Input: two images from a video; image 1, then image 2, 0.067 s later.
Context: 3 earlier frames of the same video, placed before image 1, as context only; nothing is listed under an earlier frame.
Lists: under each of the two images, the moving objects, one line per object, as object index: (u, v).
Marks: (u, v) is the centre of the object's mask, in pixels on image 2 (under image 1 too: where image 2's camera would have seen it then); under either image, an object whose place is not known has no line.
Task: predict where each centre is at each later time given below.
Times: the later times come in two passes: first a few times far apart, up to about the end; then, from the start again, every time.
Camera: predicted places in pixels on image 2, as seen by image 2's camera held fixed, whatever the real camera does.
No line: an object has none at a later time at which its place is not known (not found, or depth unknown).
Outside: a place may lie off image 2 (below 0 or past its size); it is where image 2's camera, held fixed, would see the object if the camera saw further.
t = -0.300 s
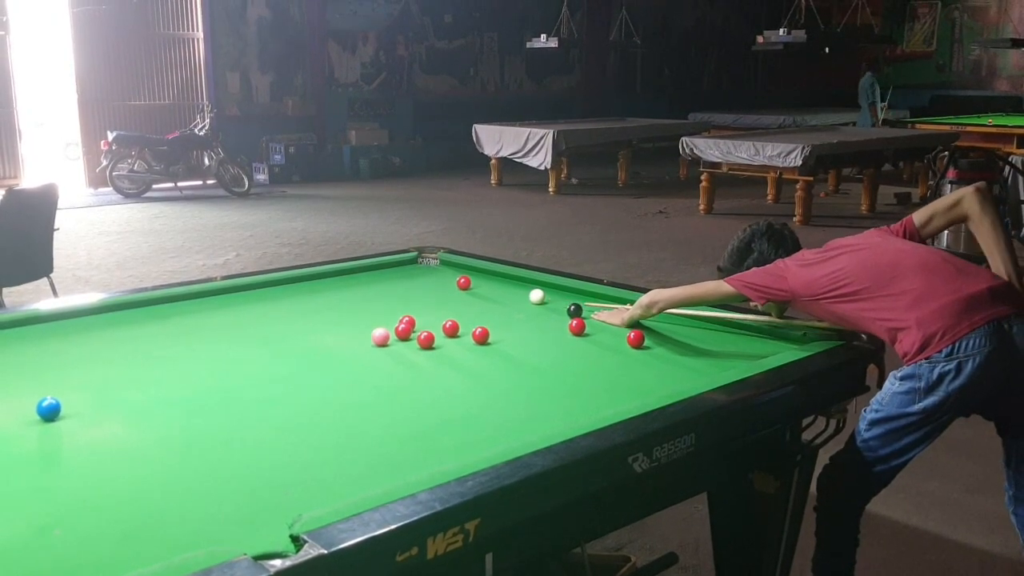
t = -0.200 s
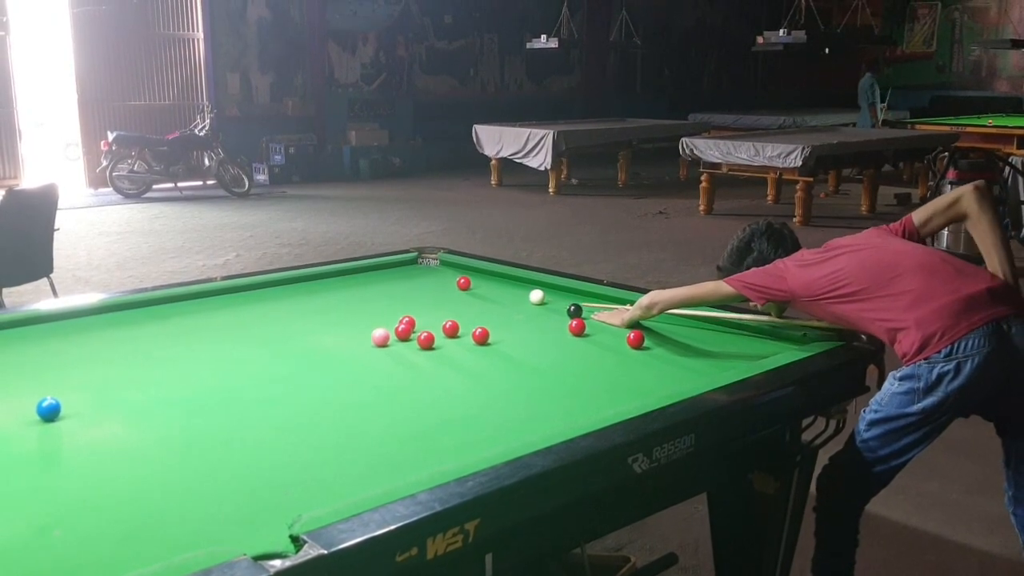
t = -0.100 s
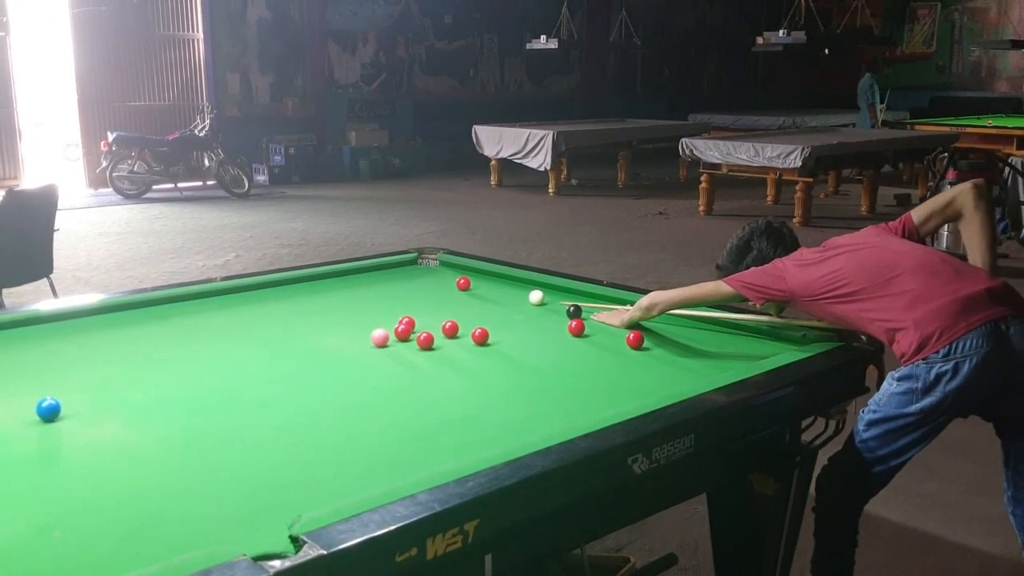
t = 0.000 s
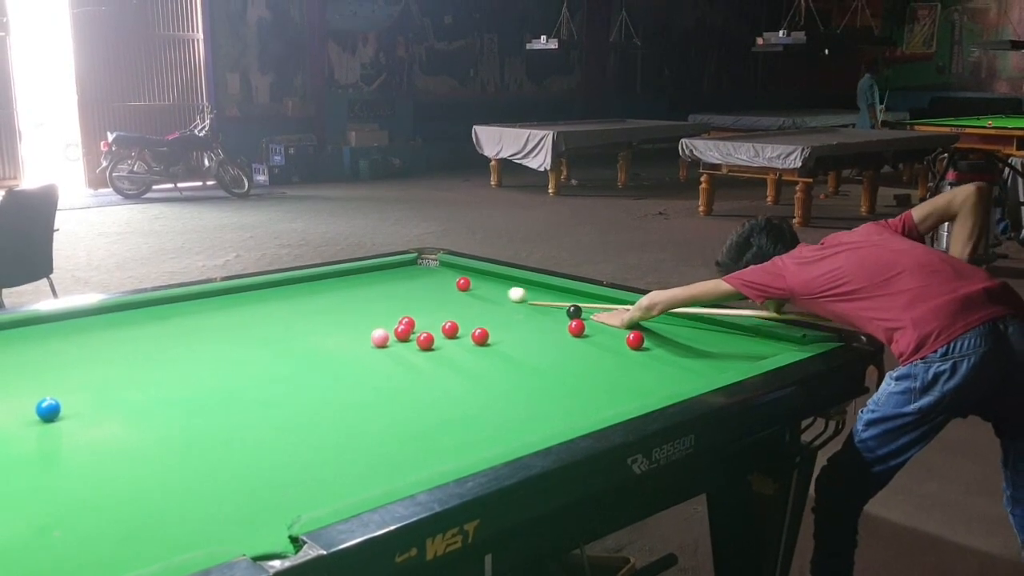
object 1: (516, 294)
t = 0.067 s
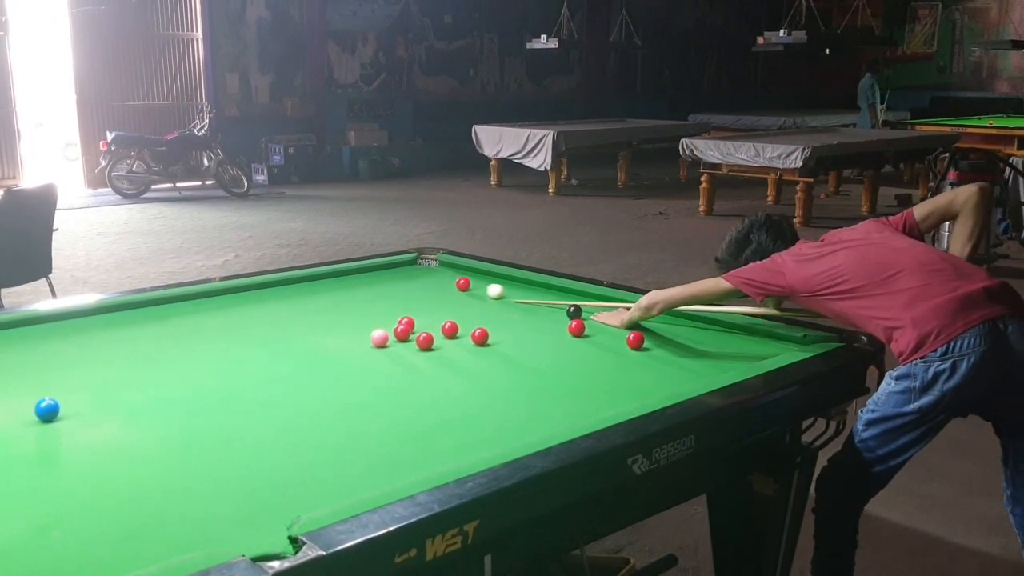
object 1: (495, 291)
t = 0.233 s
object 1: (459, 287)
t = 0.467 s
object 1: (432, 288)
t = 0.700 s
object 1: (407, 289)
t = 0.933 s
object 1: (384, 290)
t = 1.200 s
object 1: (360, 291)
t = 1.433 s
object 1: (339, 292)
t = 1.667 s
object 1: (321, 293)
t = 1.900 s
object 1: (304, 294)
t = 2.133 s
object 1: (288, 294)
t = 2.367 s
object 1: (275, 295)
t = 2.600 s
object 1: (263, 295)
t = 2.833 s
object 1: (253, 296)
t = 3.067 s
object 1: (245, 297)
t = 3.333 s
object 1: (239, 297)
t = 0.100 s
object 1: (486, 289)
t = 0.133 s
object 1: (477, 288)
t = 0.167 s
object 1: (469, 287)
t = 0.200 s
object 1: (463, 287)
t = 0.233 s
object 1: (459, 287)
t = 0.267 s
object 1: (455, 287)
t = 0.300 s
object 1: (451, 287)
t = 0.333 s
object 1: (447, 287)
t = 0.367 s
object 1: (443, 287)
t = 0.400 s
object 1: (440, 288)
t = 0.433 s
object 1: (436, 288)
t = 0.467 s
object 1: (432, 288)
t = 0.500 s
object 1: (429, 288)
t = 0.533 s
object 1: (425, 288)
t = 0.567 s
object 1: (422, 288)
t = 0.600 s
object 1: (418, 289)
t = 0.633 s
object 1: (415, 289)
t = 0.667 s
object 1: (411, 289)
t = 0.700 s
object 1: (407, 289)
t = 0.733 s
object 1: (404, 289)
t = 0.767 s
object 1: (401, 289)
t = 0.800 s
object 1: (398, 289)
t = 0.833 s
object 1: (394, 289)
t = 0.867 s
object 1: (391, 290)
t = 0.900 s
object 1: (388, 290)
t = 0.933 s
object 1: (384, 290)
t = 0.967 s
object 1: (381, 290)
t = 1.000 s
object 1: (378, 290)
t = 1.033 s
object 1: (375, 290)
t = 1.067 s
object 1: (372, 290)
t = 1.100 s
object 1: (369, 291)
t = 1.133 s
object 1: (366, 291)
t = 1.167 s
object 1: (362, 291)
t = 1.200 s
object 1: (360, 291)
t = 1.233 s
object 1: (356, 291)
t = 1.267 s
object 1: (353, 291)
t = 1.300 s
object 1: (351, 291)
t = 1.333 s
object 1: (348, 292)
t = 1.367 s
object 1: (345, 292)
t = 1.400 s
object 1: (342, 292)
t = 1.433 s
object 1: (339, 292)
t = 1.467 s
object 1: (336, 292)
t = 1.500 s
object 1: (334, 292)
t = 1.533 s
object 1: (331, 292)
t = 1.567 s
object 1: (329, 292)
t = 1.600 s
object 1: (326, 293)
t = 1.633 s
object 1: (323, 293)
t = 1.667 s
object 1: (321, 293)
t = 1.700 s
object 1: (318, 293)
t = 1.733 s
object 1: (316, 293)
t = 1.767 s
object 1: (313, 293)
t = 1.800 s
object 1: (311, 293)
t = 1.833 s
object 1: (309, 293)
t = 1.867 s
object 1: (306, 294)
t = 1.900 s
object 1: (304, 294)
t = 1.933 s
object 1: (301, 294)
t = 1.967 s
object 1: (299, 294)
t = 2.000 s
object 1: (297, 294)
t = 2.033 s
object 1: (295, 294)
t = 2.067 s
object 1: (293, 294)
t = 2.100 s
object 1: (291, 294)
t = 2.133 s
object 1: (288, 294)
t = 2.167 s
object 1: (286, 294)
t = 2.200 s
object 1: (284, 295)
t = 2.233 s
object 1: (283, 295)
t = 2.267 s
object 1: (281, 295)
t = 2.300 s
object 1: (279, 295)
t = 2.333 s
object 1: (277, 295)
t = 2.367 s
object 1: (275, 295)
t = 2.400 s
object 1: (273, 295)
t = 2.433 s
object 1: (271, 295)
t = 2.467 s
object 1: (270, 295)
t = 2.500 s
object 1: (268, 295)
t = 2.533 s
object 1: (266, 295)
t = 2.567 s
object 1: (265, 295)
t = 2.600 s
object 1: (263, 295)
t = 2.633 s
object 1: (262, 295)
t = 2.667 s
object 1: (260, 295)
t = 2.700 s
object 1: (259, 296)
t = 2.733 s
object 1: (257, 296)
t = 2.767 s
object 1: (256, 296)
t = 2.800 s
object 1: (255, 296)
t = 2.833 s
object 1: (253, 296)
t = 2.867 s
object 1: (252, 296)
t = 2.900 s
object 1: (251, 296)
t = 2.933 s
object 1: (250, 296)
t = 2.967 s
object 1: (249, 296)
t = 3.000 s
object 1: (248, 296)
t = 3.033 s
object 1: (246, 296)
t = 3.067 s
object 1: (245, 297)
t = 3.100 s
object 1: (244, 296)
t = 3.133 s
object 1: (244, 297)
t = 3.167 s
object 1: (243, 297)
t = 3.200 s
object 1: (242, 297)
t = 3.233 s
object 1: (241, 296)
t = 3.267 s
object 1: (241, 296)
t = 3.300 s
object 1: (240, 296)
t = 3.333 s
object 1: (239, 297)
